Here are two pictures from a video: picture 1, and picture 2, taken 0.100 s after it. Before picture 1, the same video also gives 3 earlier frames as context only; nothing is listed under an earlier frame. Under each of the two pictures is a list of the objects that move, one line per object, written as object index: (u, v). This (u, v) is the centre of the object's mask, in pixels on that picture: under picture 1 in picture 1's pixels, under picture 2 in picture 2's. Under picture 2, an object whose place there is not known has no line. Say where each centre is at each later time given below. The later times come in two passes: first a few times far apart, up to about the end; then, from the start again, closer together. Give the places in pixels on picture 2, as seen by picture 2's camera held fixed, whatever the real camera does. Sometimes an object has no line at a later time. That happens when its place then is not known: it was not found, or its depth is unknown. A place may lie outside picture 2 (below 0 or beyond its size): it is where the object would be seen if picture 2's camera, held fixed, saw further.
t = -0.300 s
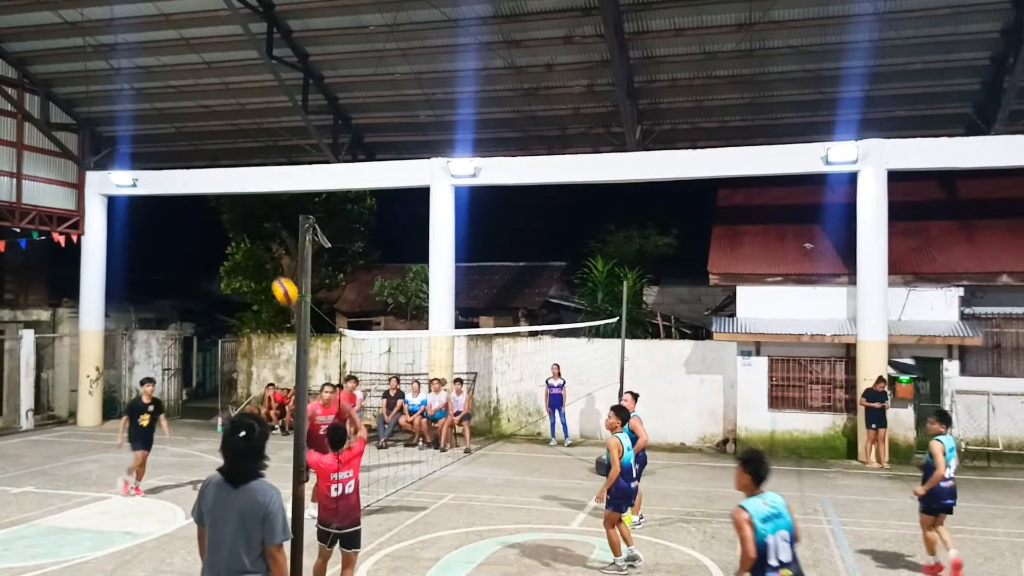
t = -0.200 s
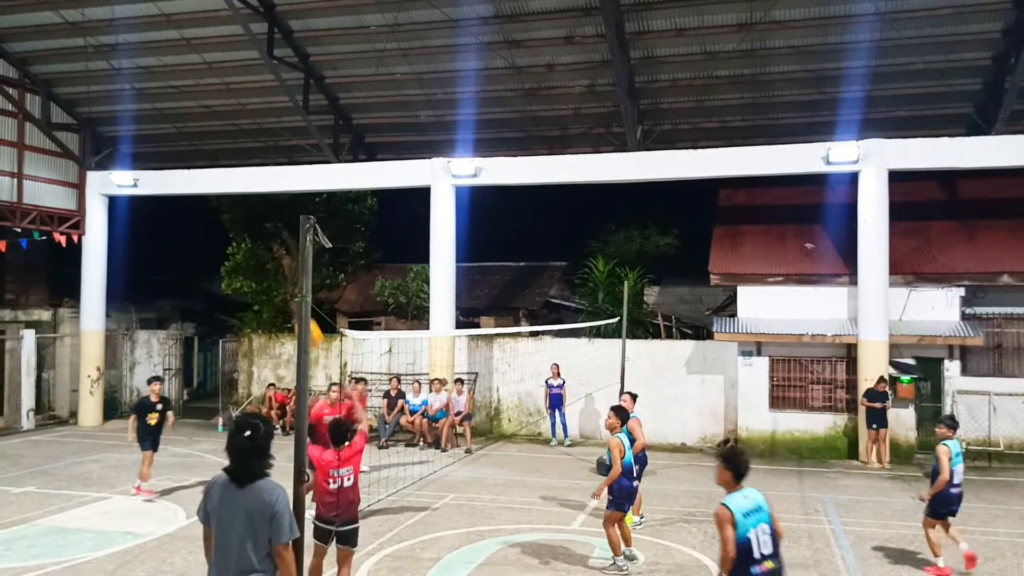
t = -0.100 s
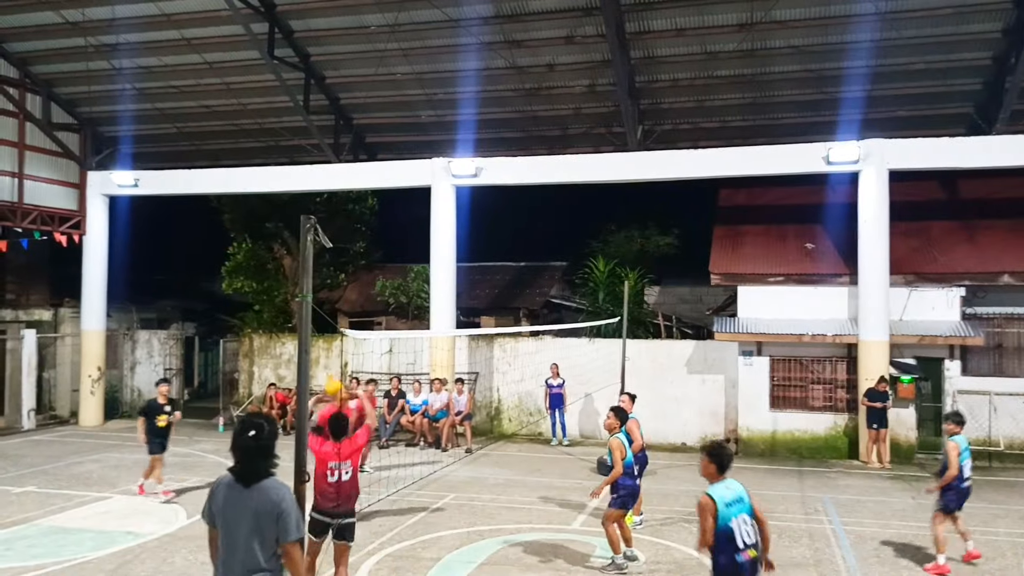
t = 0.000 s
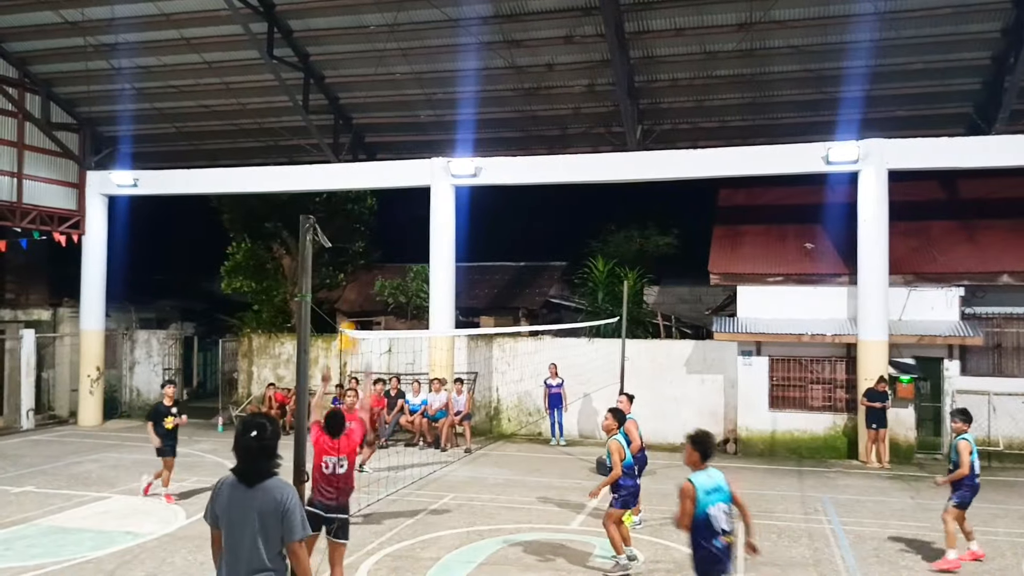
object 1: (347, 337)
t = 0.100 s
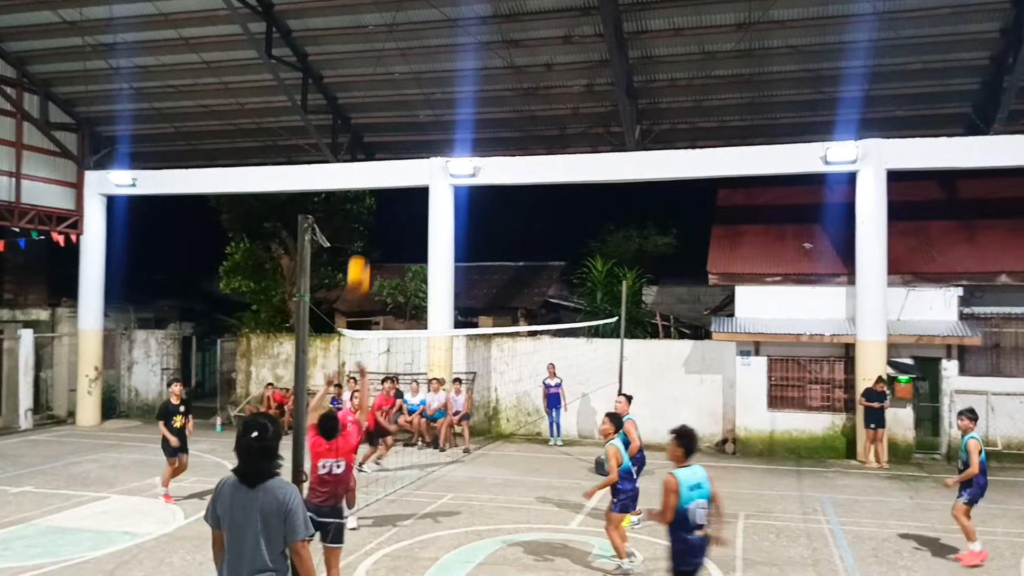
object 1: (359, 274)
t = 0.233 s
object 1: (373, 206)
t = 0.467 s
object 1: (393, 135)
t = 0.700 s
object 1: (410, 125)
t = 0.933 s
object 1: (424, 163)
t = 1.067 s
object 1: (429, 209)
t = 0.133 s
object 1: (362, 255)
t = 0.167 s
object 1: (366, 237)
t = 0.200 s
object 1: (370, 221)
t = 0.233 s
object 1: (373, 206)
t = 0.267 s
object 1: (376, 197)
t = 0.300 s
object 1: (379, 182)
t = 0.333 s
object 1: (381, 164)
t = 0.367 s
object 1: (385, 155)
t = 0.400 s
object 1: (387, 148)
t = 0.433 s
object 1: (390, 142)
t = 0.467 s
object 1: (393, 135)
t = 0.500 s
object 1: (395, 131)
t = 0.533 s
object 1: (398, 127)
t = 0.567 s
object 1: (400, 124)
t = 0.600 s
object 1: (402, 123)
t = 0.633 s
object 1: (405, 123)
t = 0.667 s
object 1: (407, 123)
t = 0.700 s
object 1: (410, 125)
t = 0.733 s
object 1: (412, 127)
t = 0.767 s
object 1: (414, 131)
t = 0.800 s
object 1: (416, 136)
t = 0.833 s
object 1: (418, 143)
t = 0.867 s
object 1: (420, 148)
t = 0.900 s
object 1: (422, 155)
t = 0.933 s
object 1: (424, 163)
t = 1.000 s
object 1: (428, 187)
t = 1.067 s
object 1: (429, 209)
